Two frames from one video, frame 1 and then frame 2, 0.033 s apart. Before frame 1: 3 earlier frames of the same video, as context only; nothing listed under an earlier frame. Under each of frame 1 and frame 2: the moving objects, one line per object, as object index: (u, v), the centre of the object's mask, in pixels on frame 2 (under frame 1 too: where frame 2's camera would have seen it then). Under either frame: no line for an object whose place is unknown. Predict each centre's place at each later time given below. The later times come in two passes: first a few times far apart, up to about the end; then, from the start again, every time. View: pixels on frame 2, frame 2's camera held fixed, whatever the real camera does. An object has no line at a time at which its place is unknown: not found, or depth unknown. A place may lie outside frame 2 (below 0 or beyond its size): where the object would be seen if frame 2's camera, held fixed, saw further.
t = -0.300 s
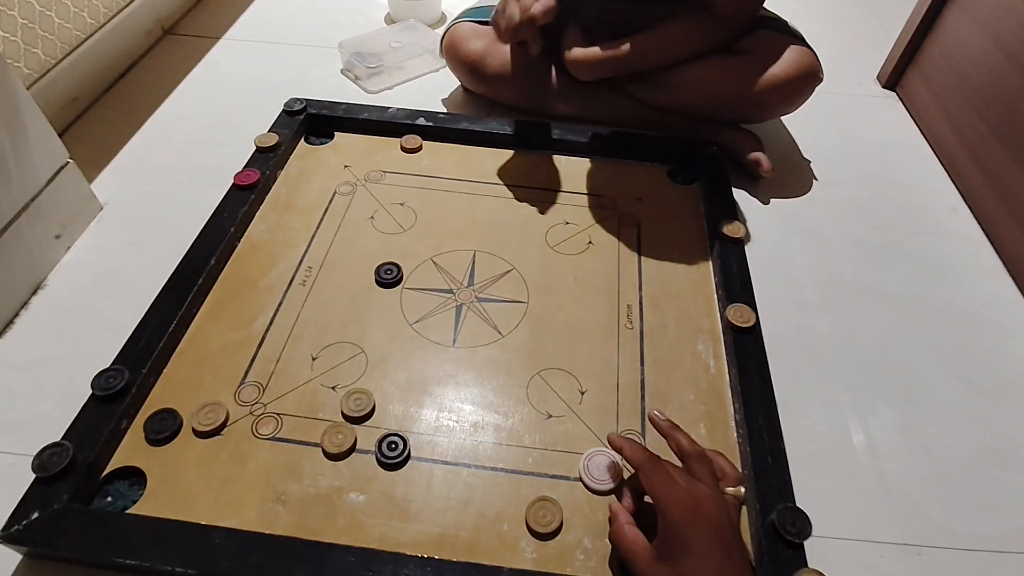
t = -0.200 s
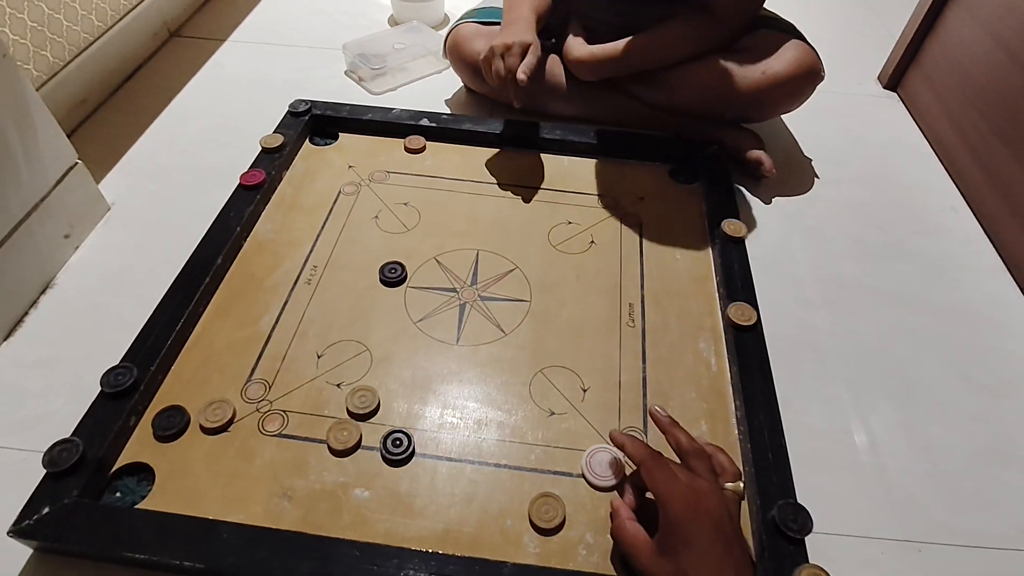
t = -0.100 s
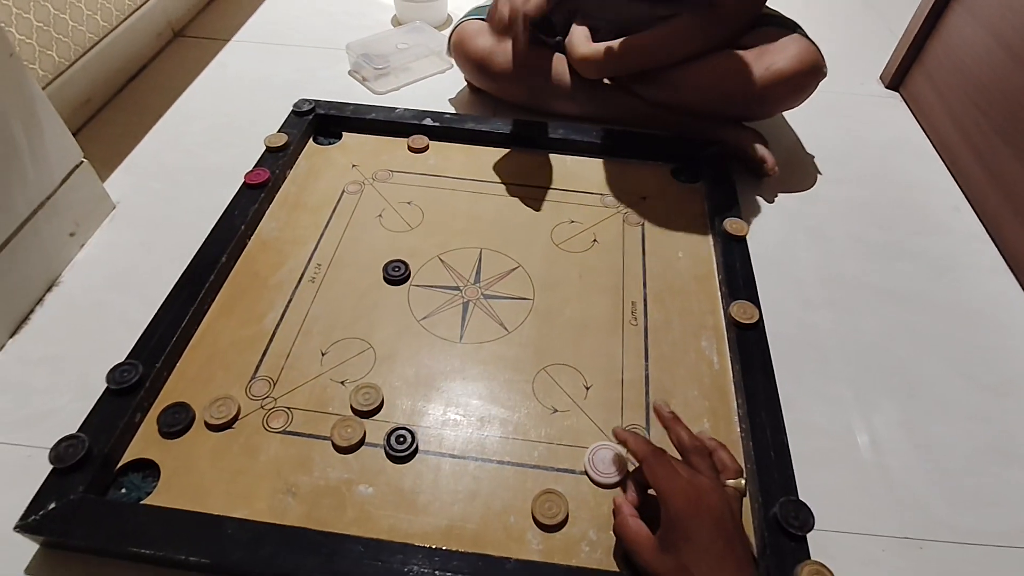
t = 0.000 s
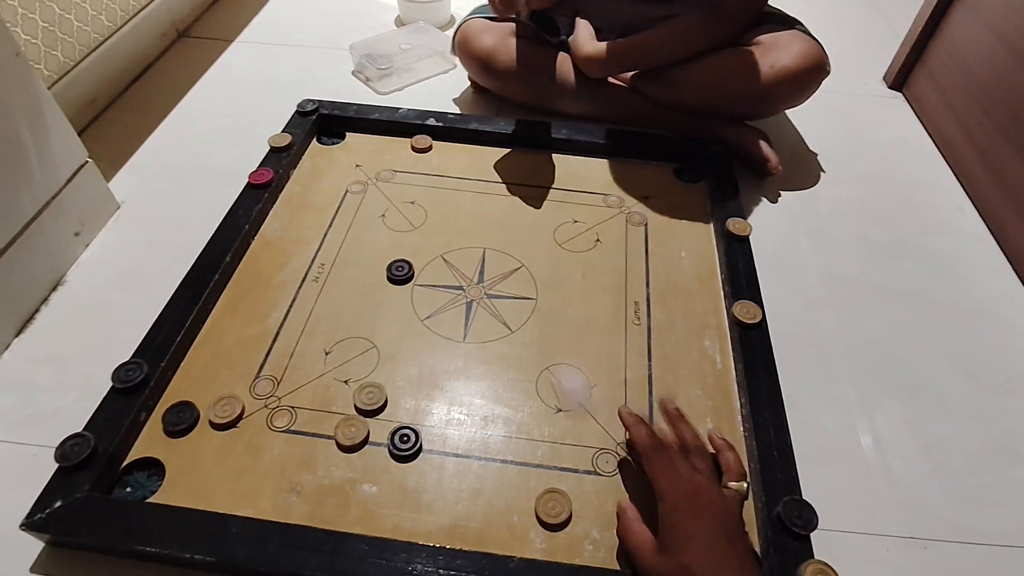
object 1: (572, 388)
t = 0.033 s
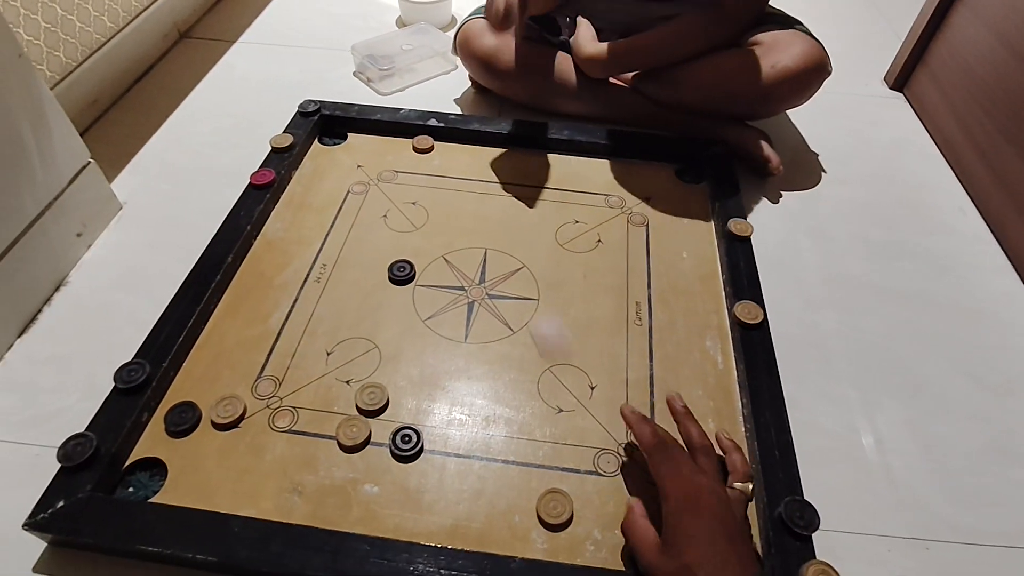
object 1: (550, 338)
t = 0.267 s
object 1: (433, 170)
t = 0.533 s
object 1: (333, 248)
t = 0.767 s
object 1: (289, 285)
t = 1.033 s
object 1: (282, 291)
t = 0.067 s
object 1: (524, 284)
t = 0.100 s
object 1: (508, 247)
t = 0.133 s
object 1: (492, 212)
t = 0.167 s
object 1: (476, 175)
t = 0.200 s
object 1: (462, 149)
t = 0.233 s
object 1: (449, 160)
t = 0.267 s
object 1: (433, 170)
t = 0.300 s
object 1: (418, 181)
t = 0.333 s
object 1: (405, 192)
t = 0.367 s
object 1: (391, 202)
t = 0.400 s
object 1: (378, 213)
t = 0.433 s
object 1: (365, 222)
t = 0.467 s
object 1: (353, 231)
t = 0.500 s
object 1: (342, 240)
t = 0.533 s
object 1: (333, 248)
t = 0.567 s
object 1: (323, 255)
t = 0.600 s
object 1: (314, 262)
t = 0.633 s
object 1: (307, 268)
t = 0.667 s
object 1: (301, 274)
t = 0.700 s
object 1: (296, 279)
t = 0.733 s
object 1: (292, 283)
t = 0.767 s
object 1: (289, 285)
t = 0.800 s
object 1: (286, 287)
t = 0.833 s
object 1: (284, 289)
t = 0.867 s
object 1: (283, 290)
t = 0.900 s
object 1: (282, 289)
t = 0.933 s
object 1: (282, 290)
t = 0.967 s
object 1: (282, 290)
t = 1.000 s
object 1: (282, 291)
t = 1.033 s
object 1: (282, 291)
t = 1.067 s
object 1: (282, 291)
